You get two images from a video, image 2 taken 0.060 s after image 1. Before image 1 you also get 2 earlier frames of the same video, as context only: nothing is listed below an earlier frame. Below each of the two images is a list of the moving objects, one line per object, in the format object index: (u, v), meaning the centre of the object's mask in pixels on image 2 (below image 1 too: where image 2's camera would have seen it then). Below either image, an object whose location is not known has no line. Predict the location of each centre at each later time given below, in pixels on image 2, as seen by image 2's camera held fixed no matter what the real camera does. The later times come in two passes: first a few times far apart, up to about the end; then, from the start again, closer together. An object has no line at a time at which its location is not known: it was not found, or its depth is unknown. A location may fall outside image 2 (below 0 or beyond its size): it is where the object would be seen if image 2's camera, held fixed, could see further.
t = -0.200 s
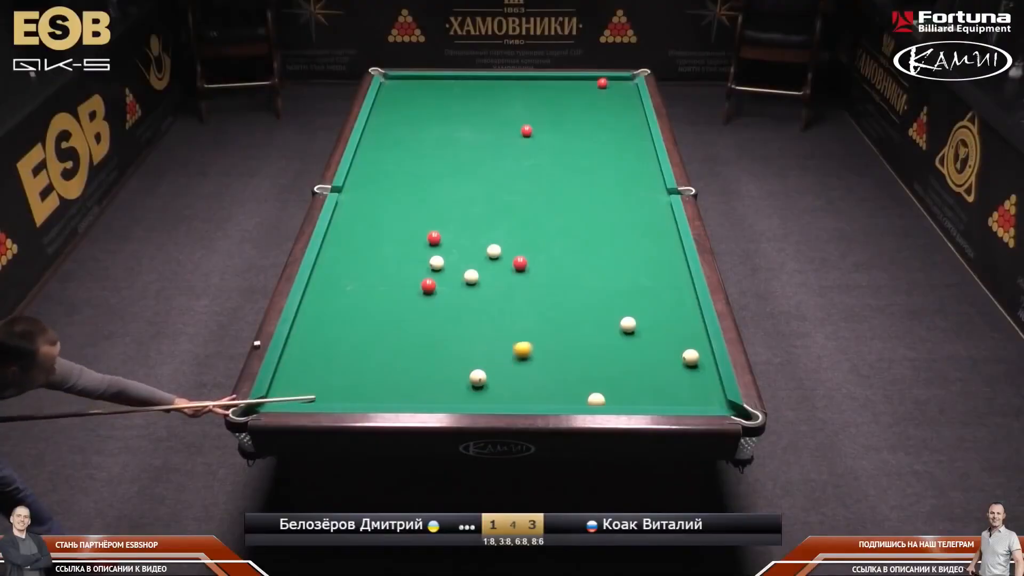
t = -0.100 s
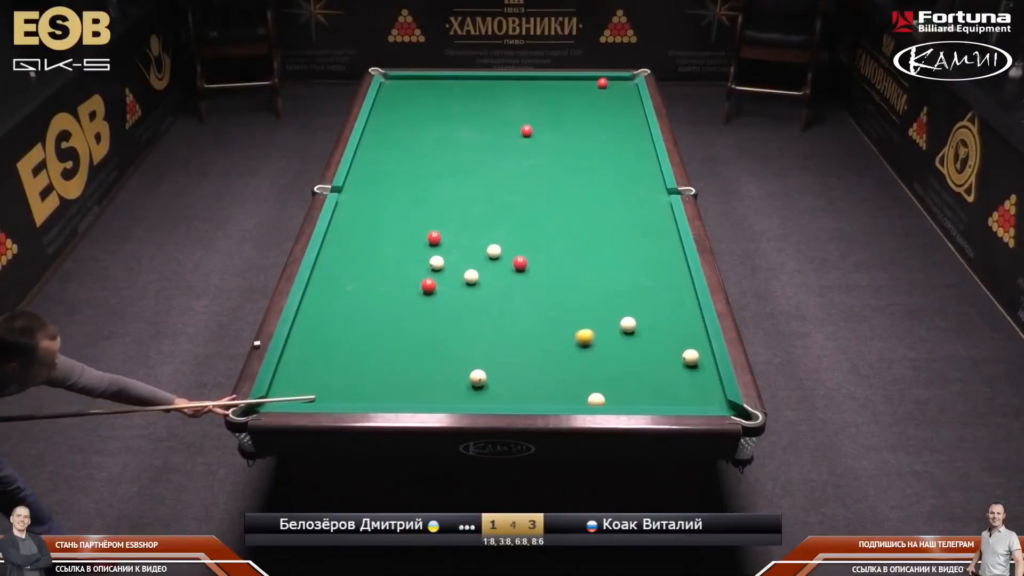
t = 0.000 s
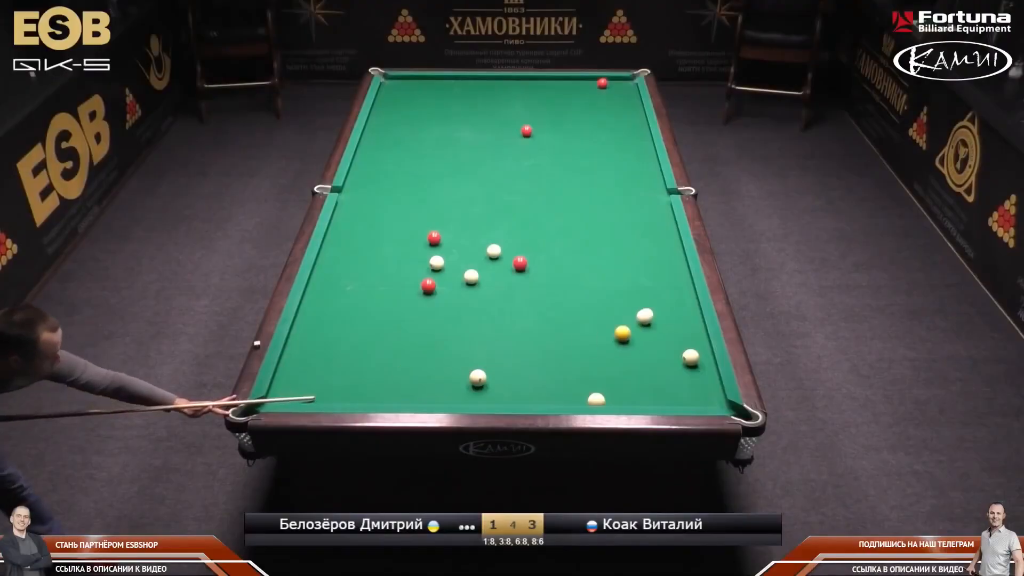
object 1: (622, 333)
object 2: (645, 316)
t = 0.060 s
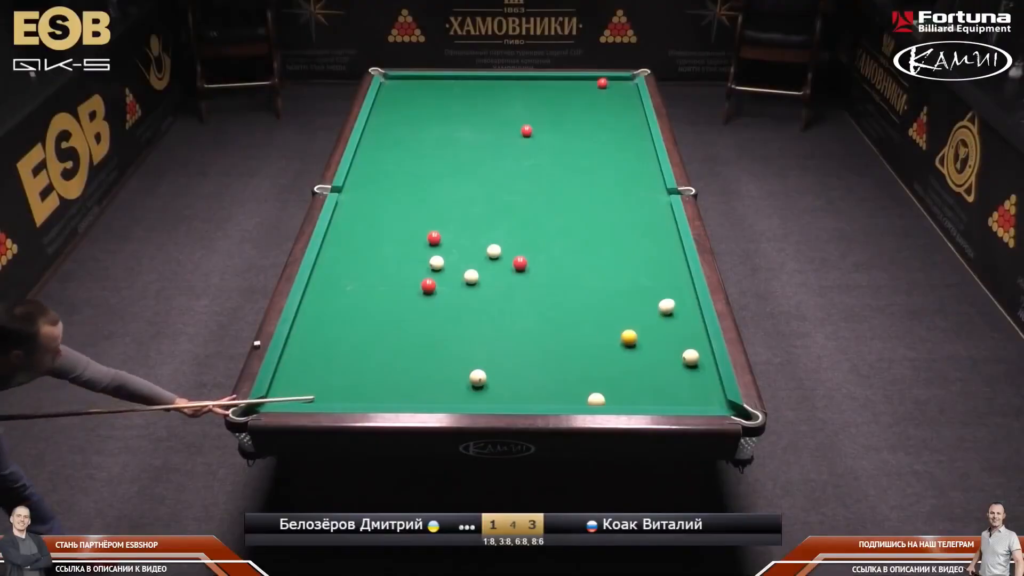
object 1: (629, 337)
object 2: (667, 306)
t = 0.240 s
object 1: (644, 348)
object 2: (660, 286)
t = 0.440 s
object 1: (661, 360)
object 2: (614, 272)
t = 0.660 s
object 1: (679, 373)
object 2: (571, 258)
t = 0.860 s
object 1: (696, 385)
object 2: (534, 246)
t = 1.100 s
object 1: (716, 398)
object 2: (492, 231)
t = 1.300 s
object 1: (729, 407)
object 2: (459, 221)
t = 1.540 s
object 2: (422, 209)
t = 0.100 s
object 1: (632, 340)
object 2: (680, 300)
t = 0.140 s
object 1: (636, 342)
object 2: (689, 295)
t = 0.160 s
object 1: (638, 343)
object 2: (683, 293)
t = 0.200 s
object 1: (641, 346)
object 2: (671, 289)
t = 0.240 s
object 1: (644, 348)
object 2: (660, 286)
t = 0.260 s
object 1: (646, 349)
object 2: (654, 285)
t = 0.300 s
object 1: (649, 351)
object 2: (644, 282)
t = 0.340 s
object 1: (652, 354)
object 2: (635, 279)
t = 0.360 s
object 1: (654, 355)
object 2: (631, 278)
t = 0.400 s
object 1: (657, 357)
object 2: (622, 275)
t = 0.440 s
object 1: (661, 360)
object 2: (614, 272)
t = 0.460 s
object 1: (662, 361)
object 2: (610, 271)
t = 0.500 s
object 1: (666, 363)
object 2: (602, 268)
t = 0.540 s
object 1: (669, 366)
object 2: (594, 266)
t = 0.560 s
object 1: (671, 367)
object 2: (590, 264)
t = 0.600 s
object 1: (674, 369)
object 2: (582, 262)
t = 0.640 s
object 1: (677, 372)
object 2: (574, 259)
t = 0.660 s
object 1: (679, 373)
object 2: (571, 258)
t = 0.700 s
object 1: (682, 375)
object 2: (563, 255)
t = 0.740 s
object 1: (686, 378)
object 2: (556, 253)
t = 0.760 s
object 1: (687, 379)
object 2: (552, 252)
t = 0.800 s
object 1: (691, 381)
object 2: (545, 249)
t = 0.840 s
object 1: (694, 383)
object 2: (537, 247)
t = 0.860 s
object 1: (696, 385)
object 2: (534, 246)
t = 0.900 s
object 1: (699, 387)
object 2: (527, 243)
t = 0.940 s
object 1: (702, 389)
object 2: (519, 241)
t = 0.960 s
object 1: (704, 391)
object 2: (516, 240)
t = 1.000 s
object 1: (707, 393)
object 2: (509, 237)
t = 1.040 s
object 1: (710, 395)
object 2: (502, 235)
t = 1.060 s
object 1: (712, 397)
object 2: (499, 234)
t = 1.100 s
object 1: (716, 398)
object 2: (492, 231)
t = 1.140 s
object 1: (719, 400)
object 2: (486, 229)
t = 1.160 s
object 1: (721, 401)
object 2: (482, 228)
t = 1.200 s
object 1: (723, 403)
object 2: (475, 226)
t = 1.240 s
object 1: (726, 405)
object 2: (469, 224)
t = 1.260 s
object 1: (727, 405)
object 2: (466, 223)
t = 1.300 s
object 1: (729, 407)
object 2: (459, 221)
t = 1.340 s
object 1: (732, 410)
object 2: (453, 219)
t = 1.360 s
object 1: (734, 411)
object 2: (450, 218)
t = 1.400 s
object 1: (737, 415)
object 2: (444, 215)
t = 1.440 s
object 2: (437, 213)
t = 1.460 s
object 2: (434, 213)
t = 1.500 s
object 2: (428, 211)
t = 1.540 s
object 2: (422, 209)
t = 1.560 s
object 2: (419, 208)
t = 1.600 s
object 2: (413, 206)
